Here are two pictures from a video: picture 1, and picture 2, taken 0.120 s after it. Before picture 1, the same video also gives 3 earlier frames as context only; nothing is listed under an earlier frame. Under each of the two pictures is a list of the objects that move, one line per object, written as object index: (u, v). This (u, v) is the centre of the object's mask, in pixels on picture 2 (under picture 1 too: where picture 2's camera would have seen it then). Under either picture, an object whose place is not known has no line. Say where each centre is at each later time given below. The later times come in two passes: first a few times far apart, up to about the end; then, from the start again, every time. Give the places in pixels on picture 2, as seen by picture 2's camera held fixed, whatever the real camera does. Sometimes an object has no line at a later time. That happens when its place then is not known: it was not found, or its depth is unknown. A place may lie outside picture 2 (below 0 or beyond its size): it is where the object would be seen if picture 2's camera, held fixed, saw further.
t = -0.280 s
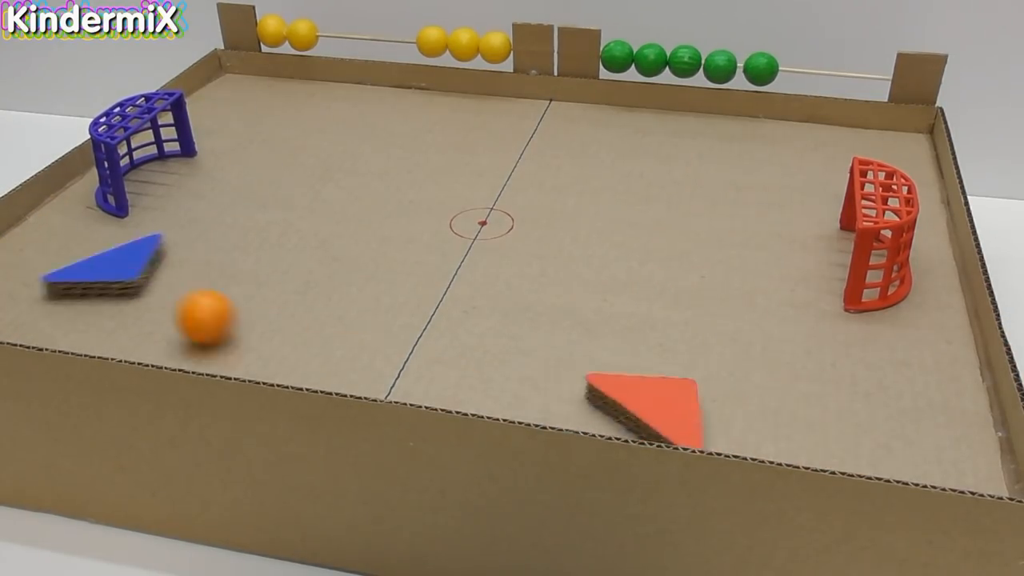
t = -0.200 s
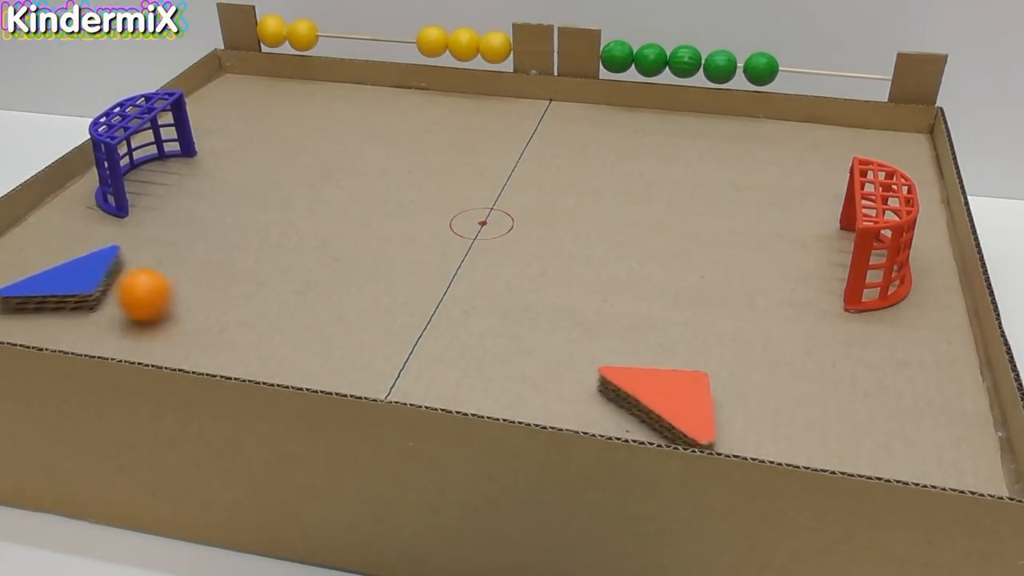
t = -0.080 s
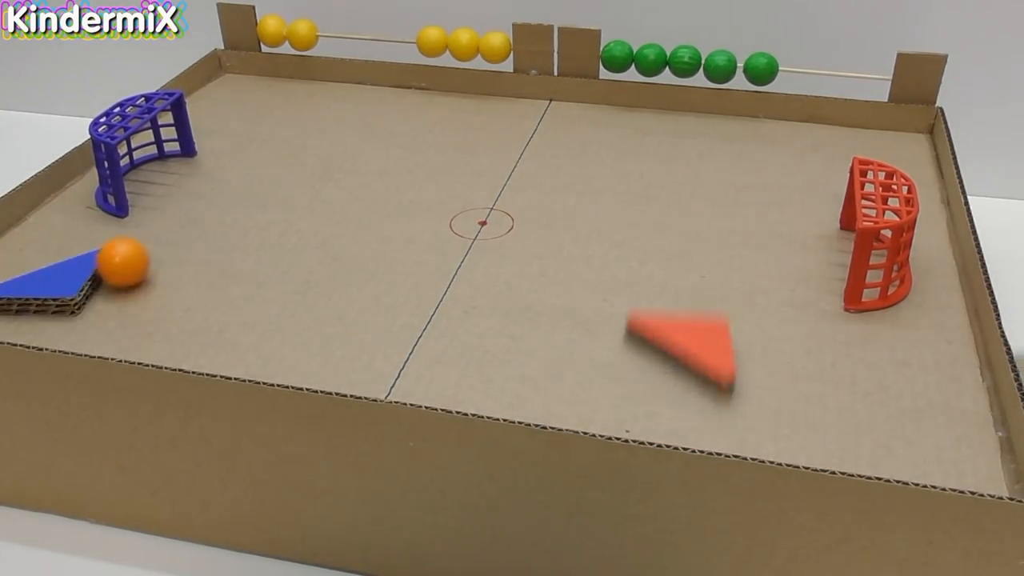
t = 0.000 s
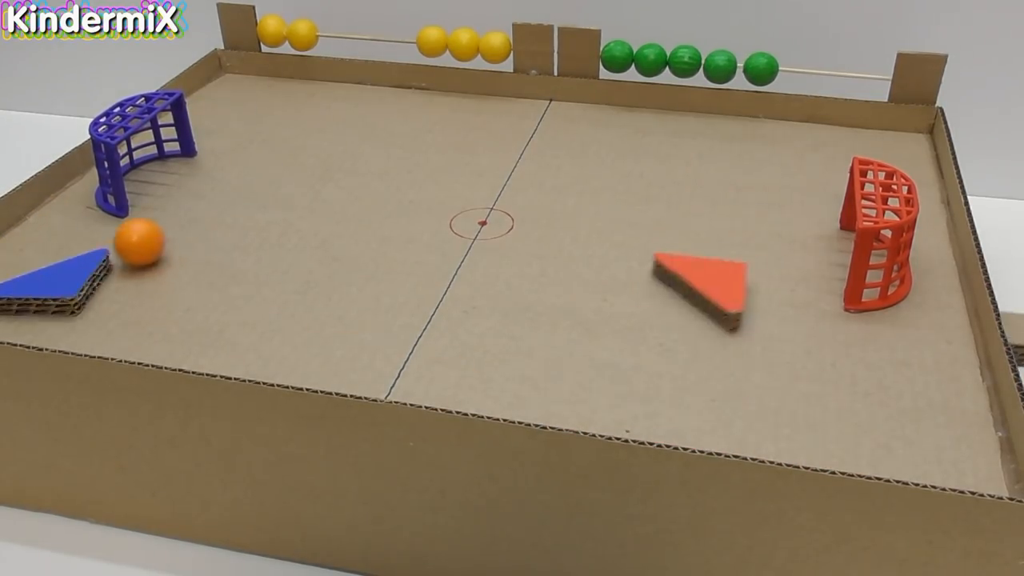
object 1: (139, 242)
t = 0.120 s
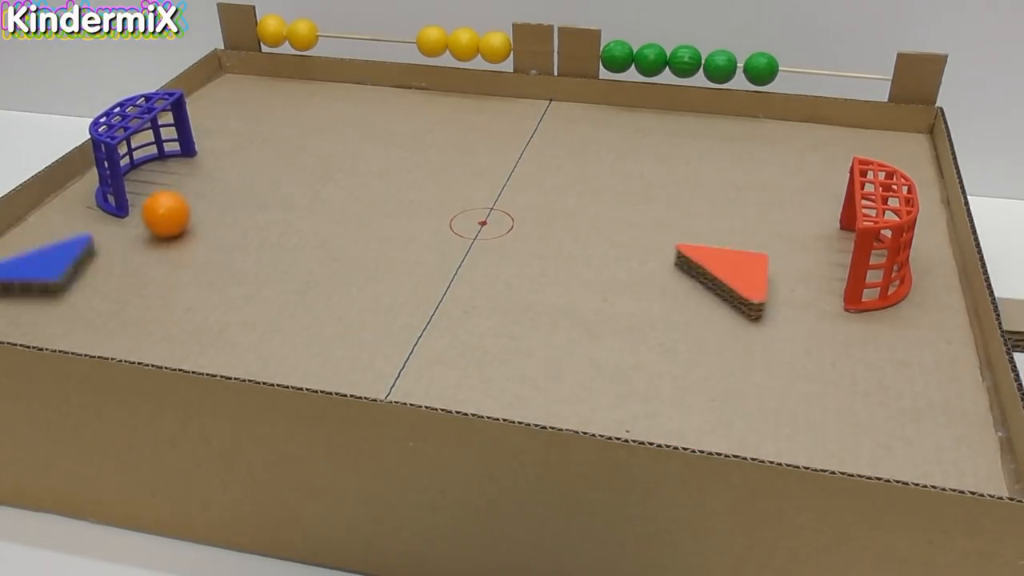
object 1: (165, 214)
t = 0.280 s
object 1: (205, 183)
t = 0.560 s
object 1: (279, 143)
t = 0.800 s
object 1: (348, 121)
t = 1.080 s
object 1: (431, 106)
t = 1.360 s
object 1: (510, 102)
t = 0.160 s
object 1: (175, 206)
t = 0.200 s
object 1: (185, 198)
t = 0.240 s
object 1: (195, 190)
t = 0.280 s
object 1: (205, 183)
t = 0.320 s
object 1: (215, 176)
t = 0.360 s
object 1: (225, 169)
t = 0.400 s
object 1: (236, 163)
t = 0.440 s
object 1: (247, 157)
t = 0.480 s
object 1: (258, 152)
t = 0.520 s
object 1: (268, 147)
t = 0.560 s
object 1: (279, 143)
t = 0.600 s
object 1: (290, 139)
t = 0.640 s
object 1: (301, 135)
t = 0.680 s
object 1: (312, 131)
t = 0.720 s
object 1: (324, 127)
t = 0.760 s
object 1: (336, 123)
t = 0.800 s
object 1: (348, 121)
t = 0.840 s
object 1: (360, 119)
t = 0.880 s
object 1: (371, 116)
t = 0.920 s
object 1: (383, 113)
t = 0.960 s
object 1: (395, 112)
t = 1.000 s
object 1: (407, 109)
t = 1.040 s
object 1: (419, 108)
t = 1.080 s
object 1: (431, 106)
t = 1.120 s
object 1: (443, 105)
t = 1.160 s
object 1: (454, 104)
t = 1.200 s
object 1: (466, 103)
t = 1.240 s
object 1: (478, 102)
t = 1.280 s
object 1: (489, 102)
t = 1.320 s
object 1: (500, 102)
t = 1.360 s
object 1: (510, 102)
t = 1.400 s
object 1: (521, 103)
